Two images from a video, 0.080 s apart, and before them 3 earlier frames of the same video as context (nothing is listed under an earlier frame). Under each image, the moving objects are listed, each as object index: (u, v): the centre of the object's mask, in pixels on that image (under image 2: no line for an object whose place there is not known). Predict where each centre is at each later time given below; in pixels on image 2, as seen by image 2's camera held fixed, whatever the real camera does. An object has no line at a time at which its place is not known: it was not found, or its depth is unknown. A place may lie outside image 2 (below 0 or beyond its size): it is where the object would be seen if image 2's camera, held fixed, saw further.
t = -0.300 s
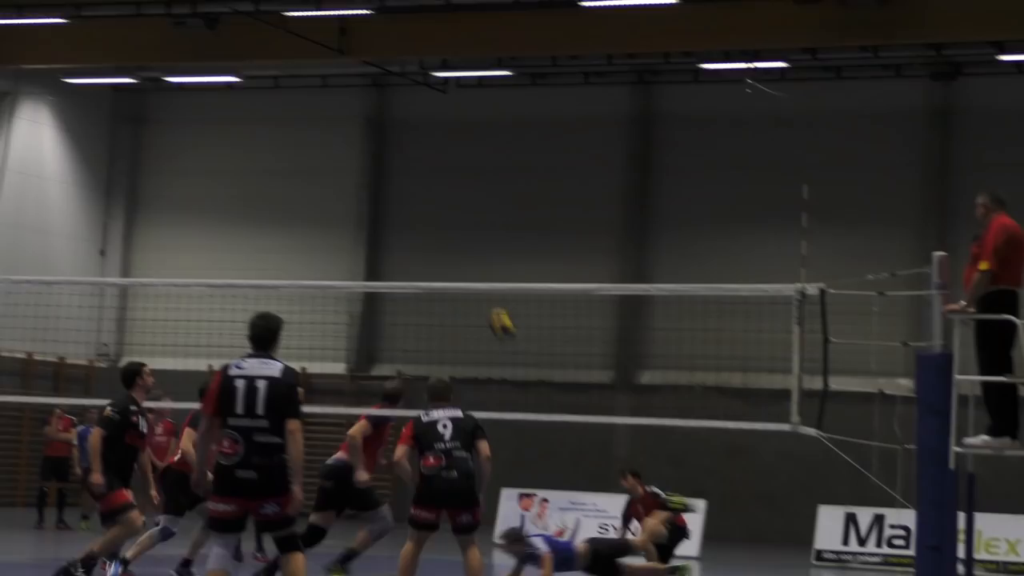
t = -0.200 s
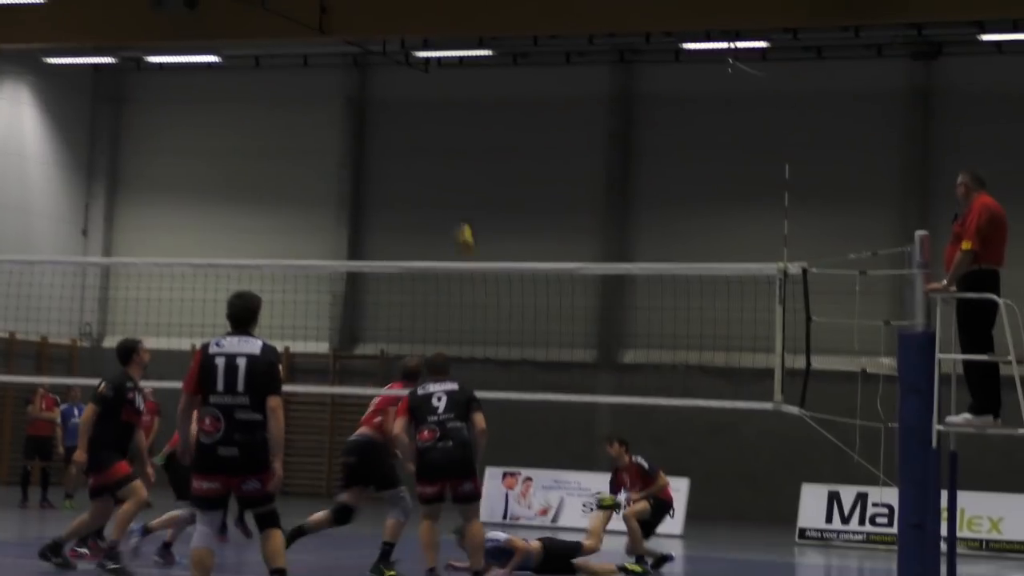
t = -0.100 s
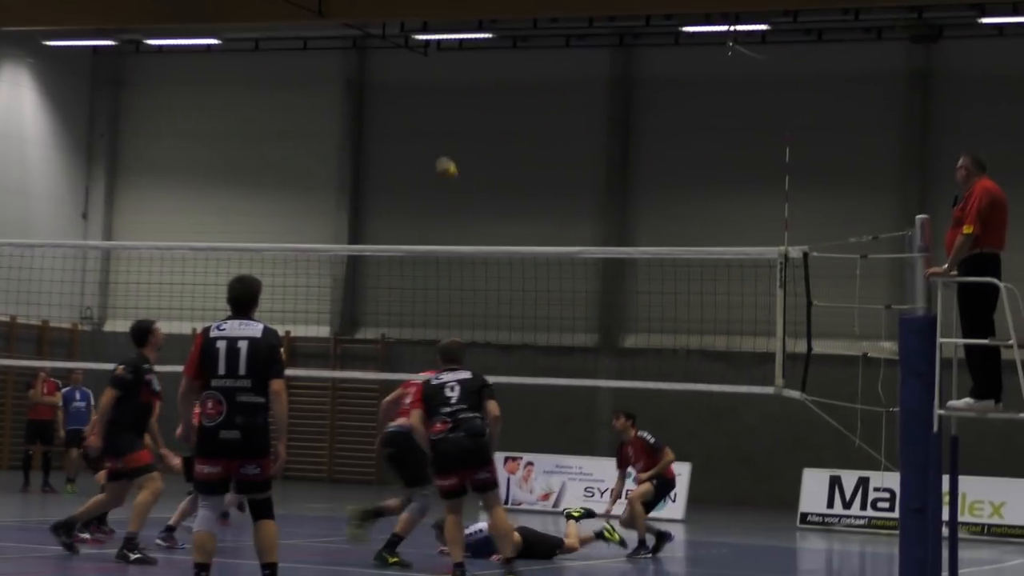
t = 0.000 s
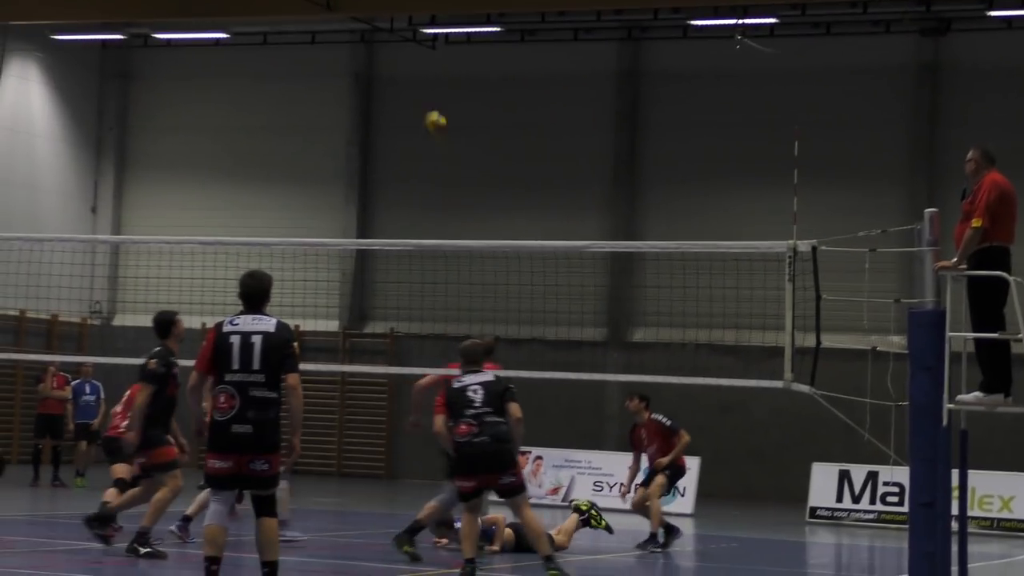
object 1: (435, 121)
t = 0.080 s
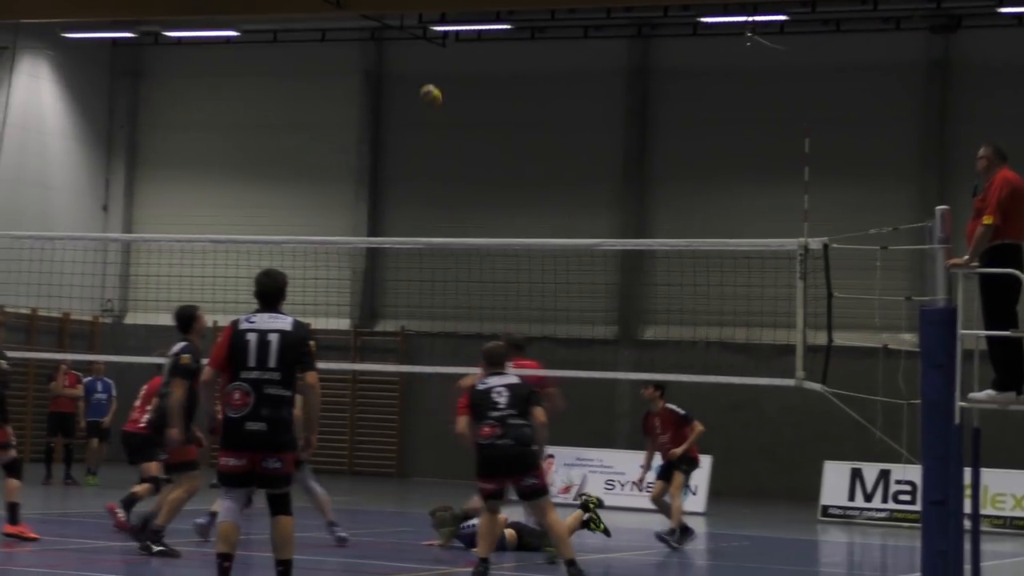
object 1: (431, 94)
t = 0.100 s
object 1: (426, 91)
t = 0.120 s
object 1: (422, 86)
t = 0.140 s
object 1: (418, 82)
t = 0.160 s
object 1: (414, 77)
